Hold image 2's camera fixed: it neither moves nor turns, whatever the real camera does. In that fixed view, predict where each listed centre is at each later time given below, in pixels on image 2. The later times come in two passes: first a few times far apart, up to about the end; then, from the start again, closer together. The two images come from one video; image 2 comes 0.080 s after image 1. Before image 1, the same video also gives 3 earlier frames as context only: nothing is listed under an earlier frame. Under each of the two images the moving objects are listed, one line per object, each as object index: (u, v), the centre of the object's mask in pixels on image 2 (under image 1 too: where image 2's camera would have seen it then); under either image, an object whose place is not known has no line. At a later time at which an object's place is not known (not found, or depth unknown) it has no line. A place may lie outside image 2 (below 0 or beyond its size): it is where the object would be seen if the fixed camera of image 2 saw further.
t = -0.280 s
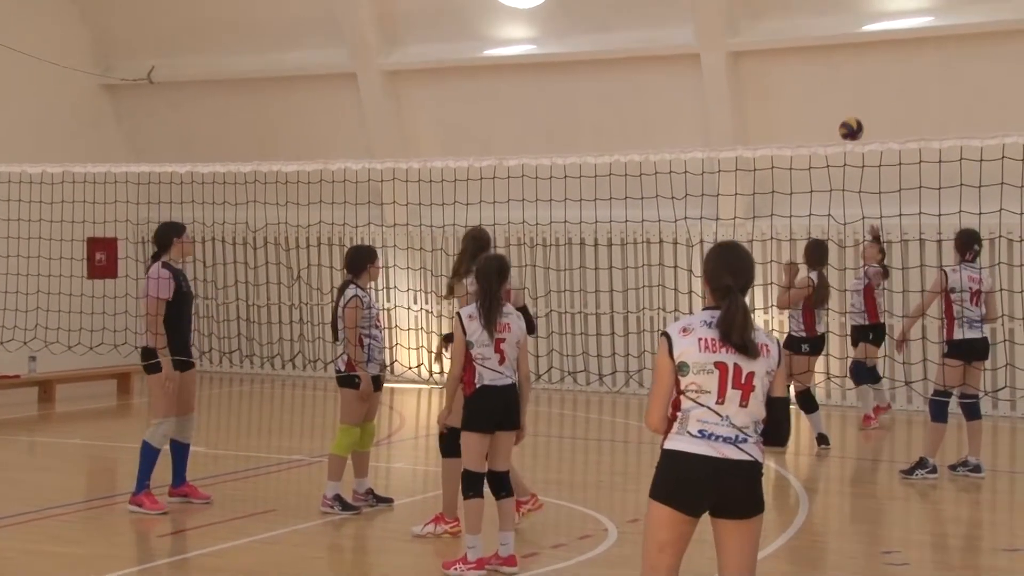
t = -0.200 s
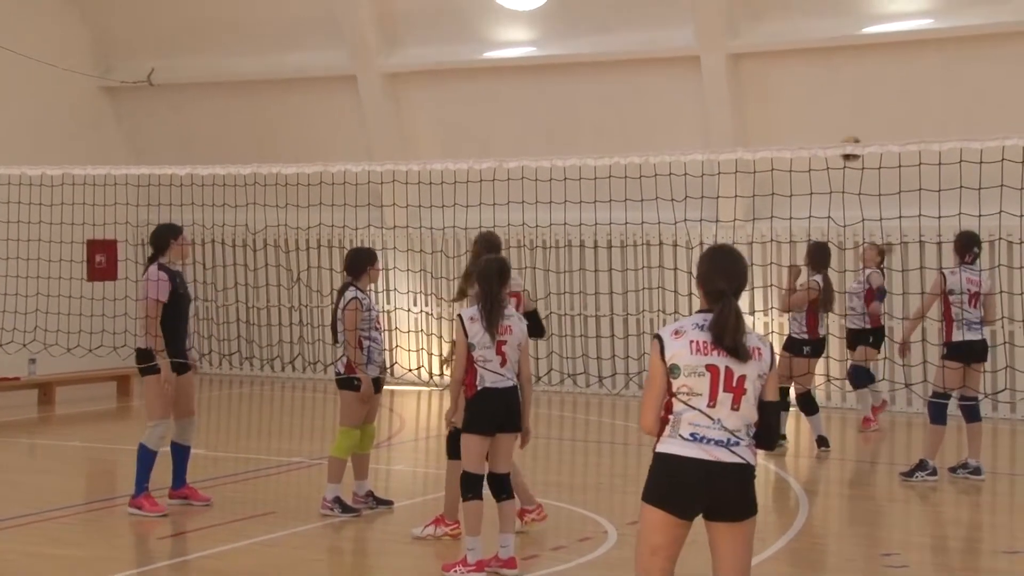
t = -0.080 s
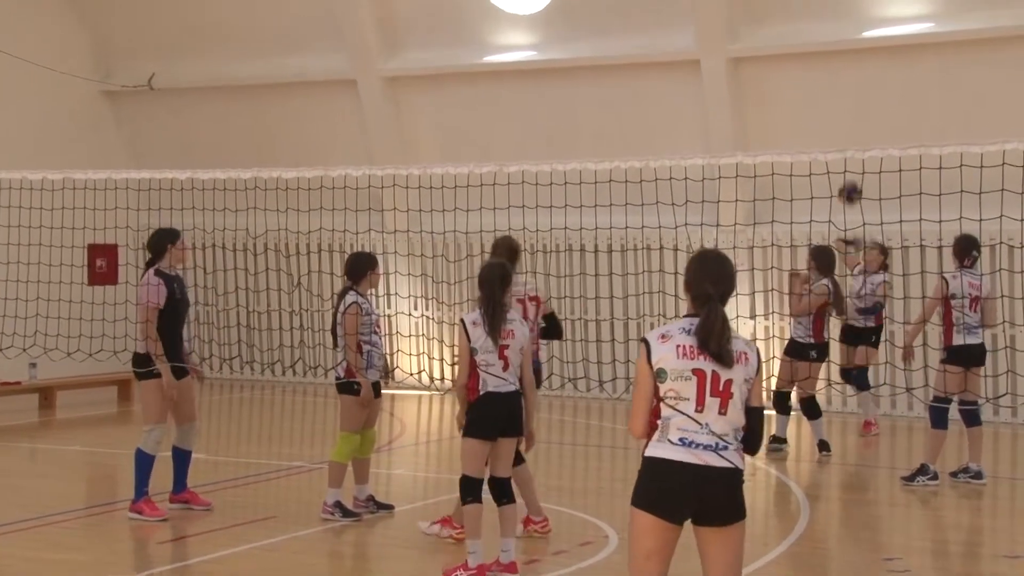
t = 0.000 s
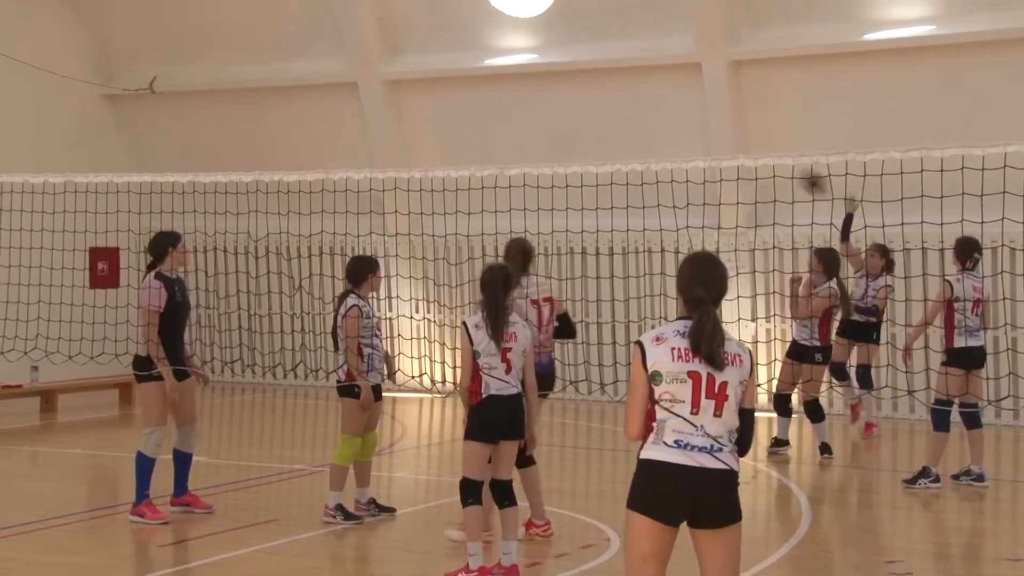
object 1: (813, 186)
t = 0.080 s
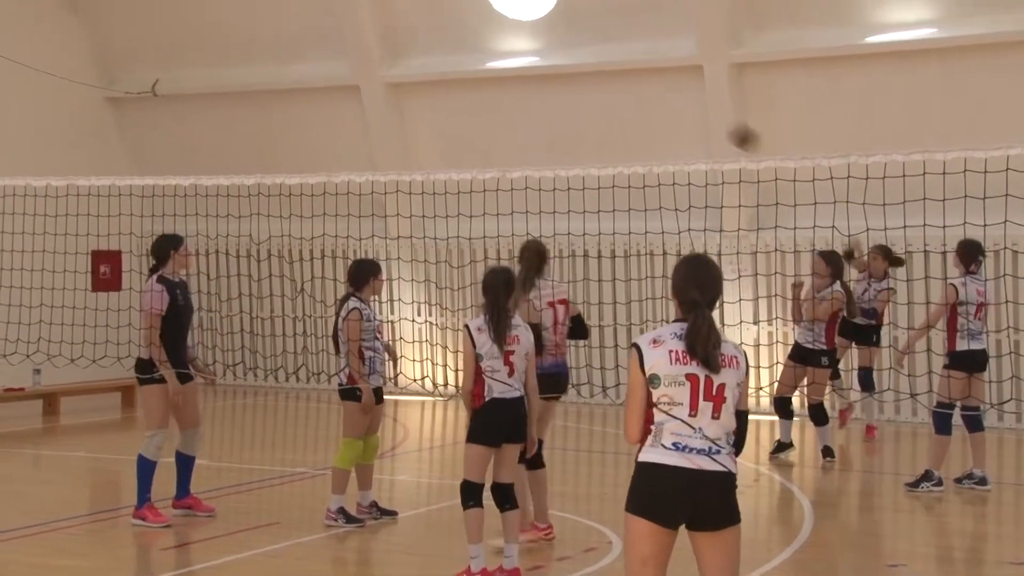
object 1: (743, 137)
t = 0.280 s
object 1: (563, 42)
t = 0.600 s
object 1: (247, -13)
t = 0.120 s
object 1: (708, 115)
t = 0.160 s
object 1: (672, 94)
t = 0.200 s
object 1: (635, 75)
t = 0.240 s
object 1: (599, 58)
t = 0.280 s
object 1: (563, 42)
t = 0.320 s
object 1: (524, 30)
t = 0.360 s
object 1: (487, 17)
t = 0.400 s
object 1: (448, 7)
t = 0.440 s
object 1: (408, -2)
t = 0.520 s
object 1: (328, -10)
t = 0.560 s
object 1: (288, -13)
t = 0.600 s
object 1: (247, -13)
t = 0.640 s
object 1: (206, -10)
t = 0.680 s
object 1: (164, -6)
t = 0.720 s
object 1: (123, 0)
